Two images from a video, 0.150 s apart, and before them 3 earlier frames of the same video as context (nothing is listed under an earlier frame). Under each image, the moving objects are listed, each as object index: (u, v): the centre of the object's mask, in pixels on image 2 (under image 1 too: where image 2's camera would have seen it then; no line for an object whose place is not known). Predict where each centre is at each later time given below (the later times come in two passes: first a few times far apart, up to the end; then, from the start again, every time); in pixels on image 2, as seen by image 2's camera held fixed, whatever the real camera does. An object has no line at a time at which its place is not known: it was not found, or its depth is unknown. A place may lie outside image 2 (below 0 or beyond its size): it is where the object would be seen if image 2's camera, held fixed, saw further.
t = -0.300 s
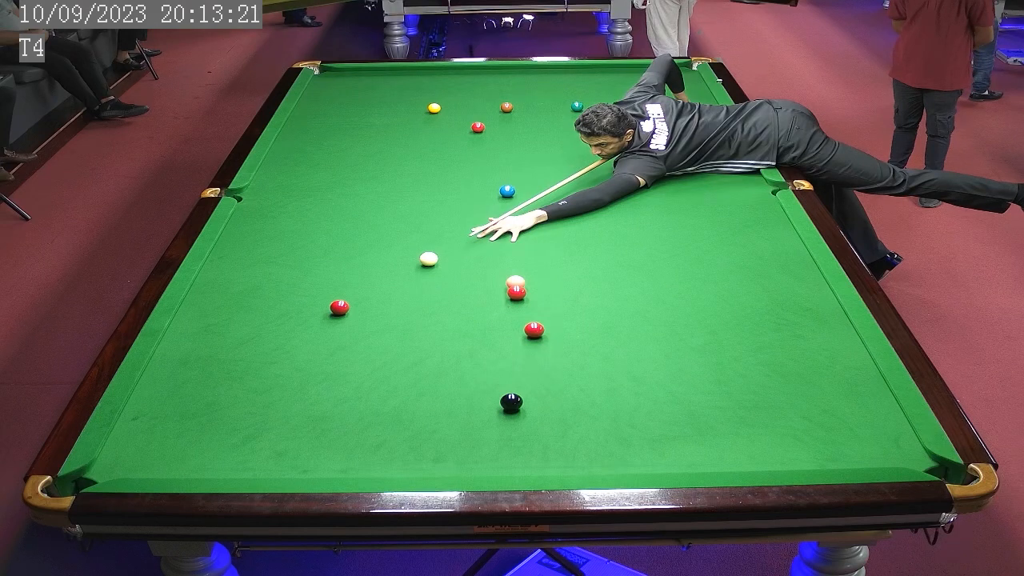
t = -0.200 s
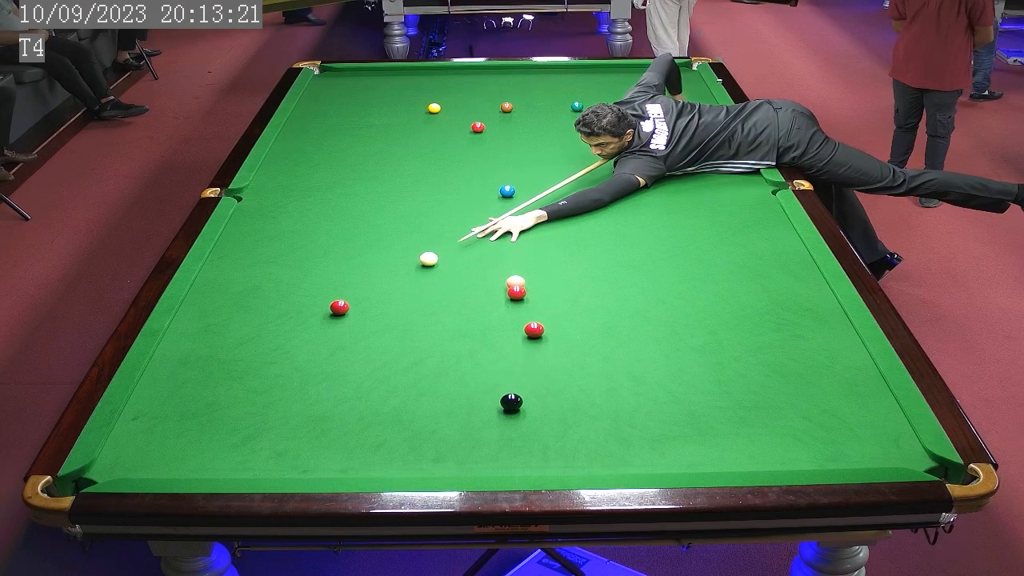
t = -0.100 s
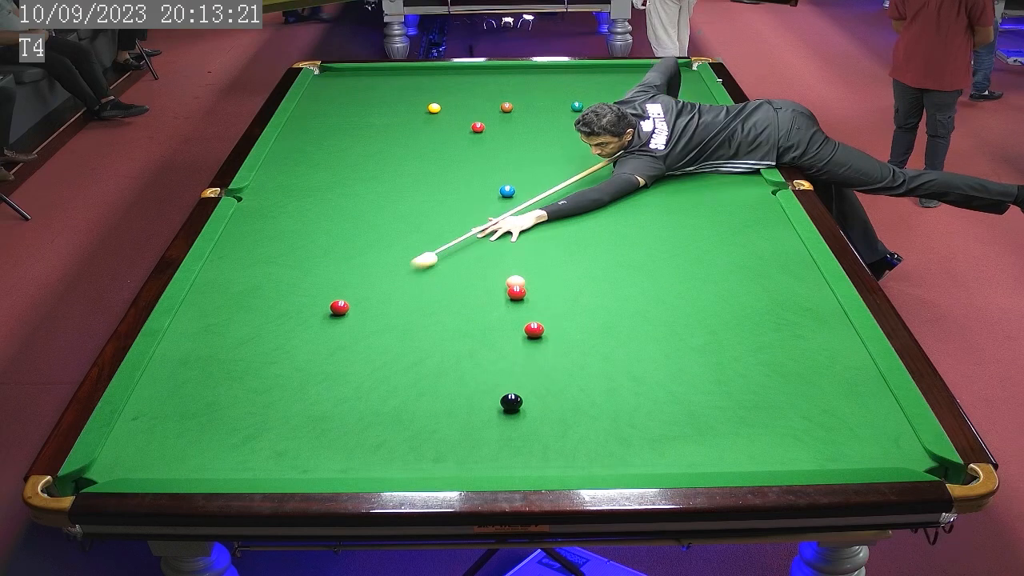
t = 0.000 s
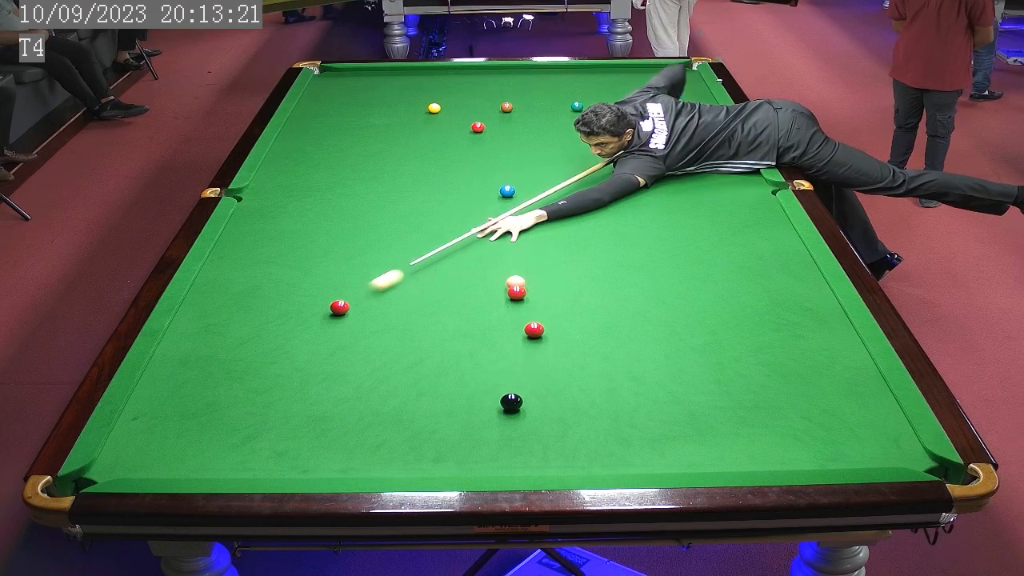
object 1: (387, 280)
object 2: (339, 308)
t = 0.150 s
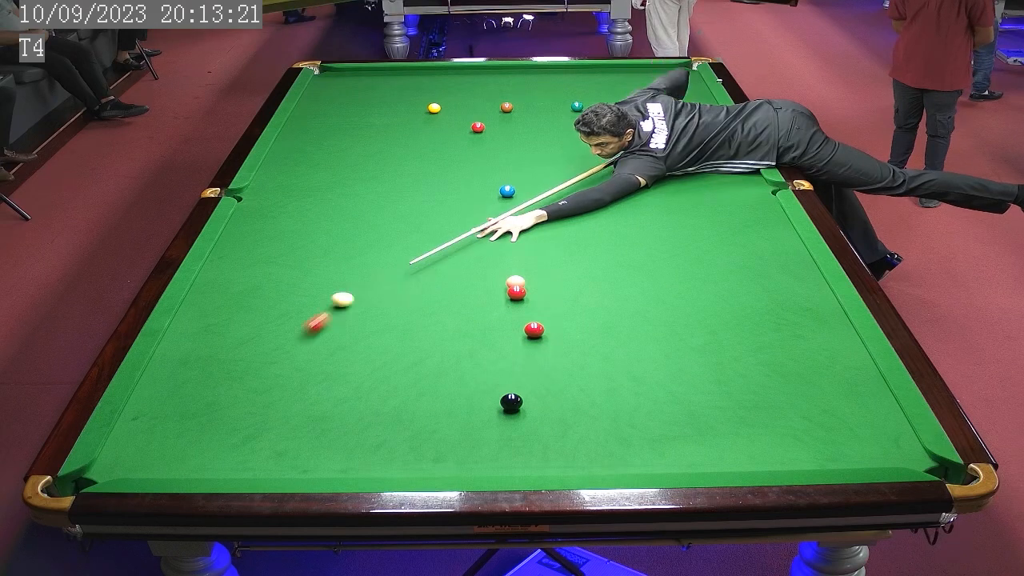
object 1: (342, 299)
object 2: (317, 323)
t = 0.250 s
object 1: (328, 301)
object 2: (283, 347)
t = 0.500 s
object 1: (282, 312)
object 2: (209, 401)
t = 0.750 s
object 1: (236, 324)
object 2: (130, 459)
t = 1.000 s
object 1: (192, 336)
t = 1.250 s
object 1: (180, 345)
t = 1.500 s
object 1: (196, 352)
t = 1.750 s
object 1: (212, 358)
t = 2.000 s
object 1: (228, 364)
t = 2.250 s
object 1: (242, 370)
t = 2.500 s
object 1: (255, 375)
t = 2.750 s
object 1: (267, 379)
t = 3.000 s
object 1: (278, 383)
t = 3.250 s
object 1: (288, 387)
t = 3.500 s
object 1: (296, 389)
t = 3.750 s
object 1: (303, 392)
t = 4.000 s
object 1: (309, 394)
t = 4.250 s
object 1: (313, 396)
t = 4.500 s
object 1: (316, 397)
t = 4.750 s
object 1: (316, 397)
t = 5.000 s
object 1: (316, 397)
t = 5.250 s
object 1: (316, 397)
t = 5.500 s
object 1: (316, 397)
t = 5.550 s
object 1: (316, 397)
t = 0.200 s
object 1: (335, 300)
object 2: (300, 334)
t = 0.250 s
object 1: (328, 301)
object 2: (283, 347)
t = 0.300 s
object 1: (319, 303)
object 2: (268, 358)
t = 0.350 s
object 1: (310, 305)
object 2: (253, 369)
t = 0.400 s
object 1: (301, 308)
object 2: (238, 380)
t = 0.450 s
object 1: (291, 310)
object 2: (224, 390)
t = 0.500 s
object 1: (282, 312)
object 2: (209, 401)
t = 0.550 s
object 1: (273, 315)
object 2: (194, 412)
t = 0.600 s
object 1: (264, 317)
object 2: (178, 423)
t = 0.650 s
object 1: (255, 319)
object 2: (162, 435)
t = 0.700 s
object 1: (246, 322)
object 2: (146, 447)
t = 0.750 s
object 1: (236, 324)
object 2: (130, 459)
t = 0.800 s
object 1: (228, 326)
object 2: (114, 469)
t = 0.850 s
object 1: (219, 329)
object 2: (92, 478)
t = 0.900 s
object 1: (210, 331)
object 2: (80, 482)
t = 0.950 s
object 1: (201, 333)
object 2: (73, 489)
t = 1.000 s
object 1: (192, 336)
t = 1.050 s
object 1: (183, 338)
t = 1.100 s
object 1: (174, 340)
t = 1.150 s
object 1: (172, 342)
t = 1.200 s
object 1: (176, 344)
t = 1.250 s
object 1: (180, 345)
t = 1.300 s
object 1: (183, 347)
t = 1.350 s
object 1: (186, 348)
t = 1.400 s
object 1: (190, 349)
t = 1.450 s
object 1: (193, 351)
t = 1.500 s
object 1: (196, 352)
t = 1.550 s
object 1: (200, 354)
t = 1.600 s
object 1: (203, 355)
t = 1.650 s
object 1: (206, 356)
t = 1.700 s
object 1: (209, 357)
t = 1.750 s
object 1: (212, 358)
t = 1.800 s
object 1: (216, 360)
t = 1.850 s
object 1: (219, 361)
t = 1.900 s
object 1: (222, 362)
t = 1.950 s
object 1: (225, 363)
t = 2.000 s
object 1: (228, 364)
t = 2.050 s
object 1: (231, 366)
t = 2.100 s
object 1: (234, 367)
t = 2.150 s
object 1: (236, 368)
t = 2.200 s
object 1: (239, 369)
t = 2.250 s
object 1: (242, 370)
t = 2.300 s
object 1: (245, 371)
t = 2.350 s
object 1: (247, 372)
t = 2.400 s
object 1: (250, 373)
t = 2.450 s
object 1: (253, 374)
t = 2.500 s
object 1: (255, 375)
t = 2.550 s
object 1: (258, 376)
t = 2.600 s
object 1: (260, 377)
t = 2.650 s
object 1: (263, 377)
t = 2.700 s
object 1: (265, 378)
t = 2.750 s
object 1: (267, 379)
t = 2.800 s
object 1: (269, 380)
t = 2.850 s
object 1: (272, 381)
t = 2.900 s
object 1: (274, 381)
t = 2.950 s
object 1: (276, 382)
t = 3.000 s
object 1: (278, 383)
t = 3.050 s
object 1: (280, 384)
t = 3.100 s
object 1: (282, 385)
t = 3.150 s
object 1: (284, 385)
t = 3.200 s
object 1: (286, 386)
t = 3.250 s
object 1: (288, 387)
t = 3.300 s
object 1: (290, 387)
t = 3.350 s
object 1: (292, 388)
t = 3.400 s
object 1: (293, 388)
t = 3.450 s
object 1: (295, 389)
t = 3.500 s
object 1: (296, 389)
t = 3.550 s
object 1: (298, 390)
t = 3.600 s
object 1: (299, 390)
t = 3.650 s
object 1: (301, 391)
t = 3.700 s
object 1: (302, 392)
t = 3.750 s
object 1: (303, 392)
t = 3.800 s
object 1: (305, 393)
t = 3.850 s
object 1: (306, 393)
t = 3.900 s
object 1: (307, 393)
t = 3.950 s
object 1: (308, 394)
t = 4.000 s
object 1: (309, 394)
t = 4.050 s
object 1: (310, 394)
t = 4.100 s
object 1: (311, 395)
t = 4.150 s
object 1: (312, 395)
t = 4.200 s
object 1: (312, 395)
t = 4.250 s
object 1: (313, 396)
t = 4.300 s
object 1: (314, 396)
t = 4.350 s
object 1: (314, 396)
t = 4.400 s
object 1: (315, 396)
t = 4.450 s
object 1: (315, 396)
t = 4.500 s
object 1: (316, 397)
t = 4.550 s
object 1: (316, 397)
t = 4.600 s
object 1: (316, 397)
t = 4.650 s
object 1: (316, 397)
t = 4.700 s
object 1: (316, 397)
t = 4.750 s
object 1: (316, 397)
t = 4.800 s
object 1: (316, 397)
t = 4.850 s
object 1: (316, 397)
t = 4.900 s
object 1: (316, 397)
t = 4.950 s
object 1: (316, 397)
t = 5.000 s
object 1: (316, 397)
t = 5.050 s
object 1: (316, 397)
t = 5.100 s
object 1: (316, 397)
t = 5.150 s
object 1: (316, 397)
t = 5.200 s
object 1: (316, 397)
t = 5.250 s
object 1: (316, 397)
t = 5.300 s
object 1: (316, 397)
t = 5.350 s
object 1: (316, 397)
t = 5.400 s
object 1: (316, 397)
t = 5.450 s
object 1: (316, 397)
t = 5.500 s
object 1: (316, 397)
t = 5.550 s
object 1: (316, 397)
